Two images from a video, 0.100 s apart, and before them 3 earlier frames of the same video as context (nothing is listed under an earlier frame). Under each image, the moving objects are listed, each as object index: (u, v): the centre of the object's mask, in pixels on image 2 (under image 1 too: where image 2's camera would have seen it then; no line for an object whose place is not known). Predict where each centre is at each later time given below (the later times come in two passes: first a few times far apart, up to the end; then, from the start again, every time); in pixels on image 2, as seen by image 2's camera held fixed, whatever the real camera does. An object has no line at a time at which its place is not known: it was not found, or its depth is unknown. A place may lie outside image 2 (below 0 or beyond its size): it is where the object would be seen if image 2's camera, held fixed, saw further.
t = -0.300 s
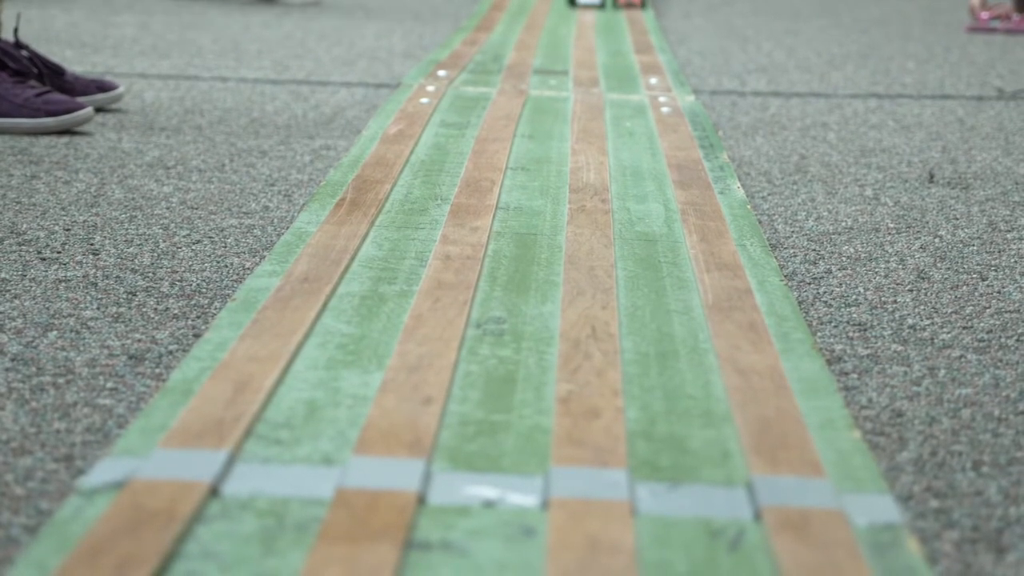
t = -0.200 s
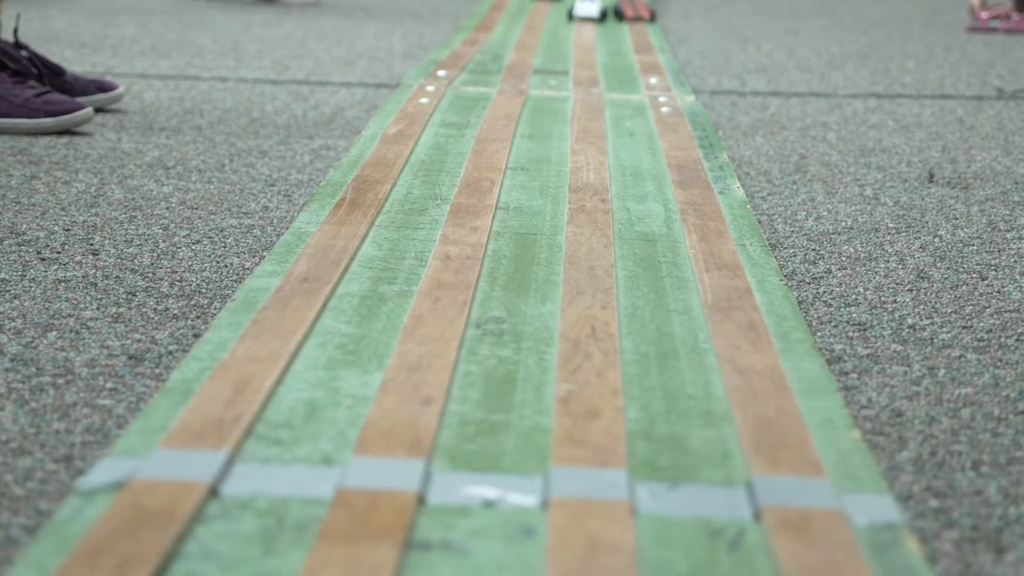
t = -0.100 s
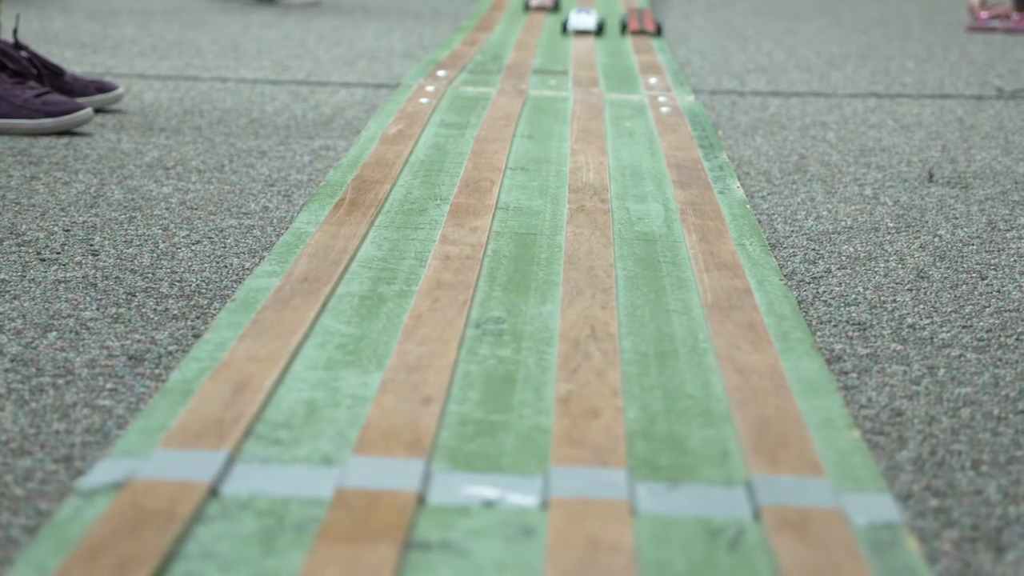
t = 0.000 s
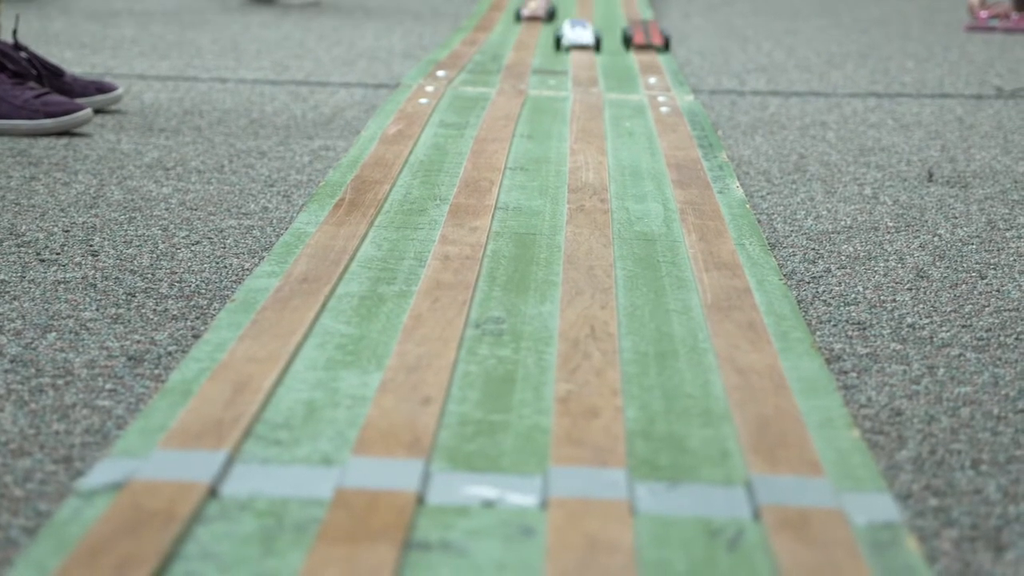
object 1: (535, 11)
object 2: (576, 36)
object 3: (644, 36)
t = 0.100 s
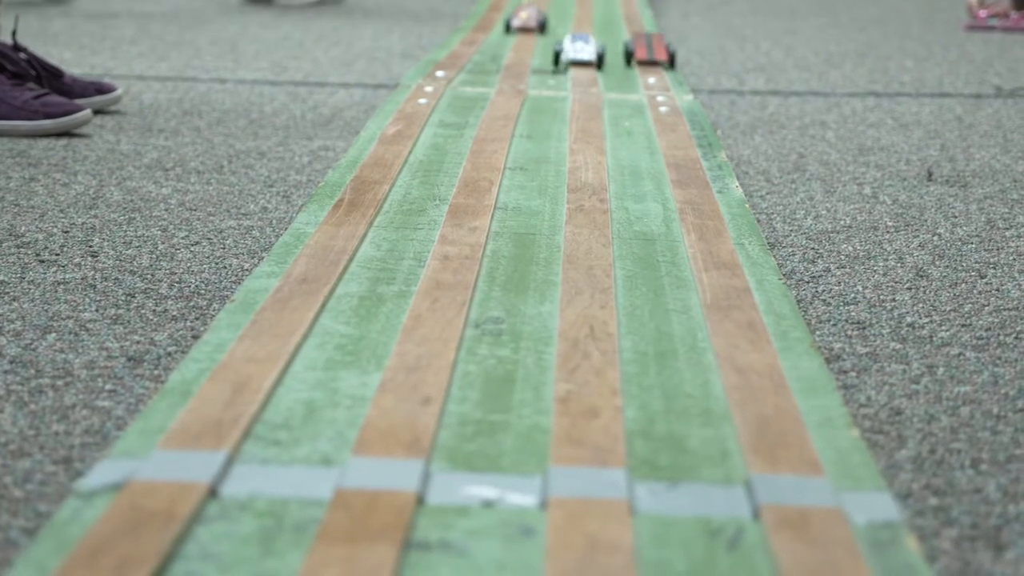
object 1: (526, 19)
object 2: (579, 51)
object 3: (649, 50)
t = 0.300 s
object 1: (523, 41)
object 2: (585, 94)
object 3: (670, 90)
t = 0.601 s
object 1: (510, 86)
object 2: (587, 275)
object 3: (721, 229)
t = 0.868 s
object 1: (474, 166)
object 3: (829, 518)
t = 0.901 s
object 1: (467, 179)
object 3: (849, 547)
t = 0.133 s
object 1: (524, 22)
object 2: (580, 57)
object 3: (652, 56)
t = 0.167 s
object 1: (524, 25)
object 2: (581, 63)
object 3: (655, 61)
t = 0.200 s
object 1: (524, 29)
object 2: (582, 71)
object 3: (658, 67)
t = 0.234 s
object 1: (524, 33)
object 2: (583, 76)
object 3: (662, 74)
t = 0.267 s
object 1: (523, 37)
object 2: (585, 86)
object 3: (665, 82)
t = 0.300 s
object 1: (523, 41)
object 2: (585, 94)
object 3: (670, 90)
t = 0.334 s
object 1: (523, 44)
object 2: (585, 109)
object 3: (674, 100)
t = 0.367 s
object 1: (522, 49)
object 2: (584, 122)
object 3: (678, 110)
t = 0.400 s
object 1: (522, 53)
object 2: (583, 137)
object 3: (683, 122)
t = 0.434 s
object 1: (520, 57)
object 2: (581, 154)
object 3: (688, 136)
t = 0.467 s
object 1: (518, 62)
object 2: (581, 173)
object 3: (694, 151)
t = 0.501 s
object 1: (515, 67)
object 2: (580, 194)
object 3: (699, 168)
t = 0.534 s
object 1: (513, 73)
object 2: (581, 217)
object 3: (705, 186)
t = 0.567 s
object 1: (511, 79)
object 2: (583, 244)
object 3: (712, 206)
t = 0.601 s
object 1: (510, 86)
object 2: (587, 275)
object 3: (721, 229)
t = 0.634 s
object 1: (508, 94)
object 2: (596, 311)
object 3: (731, 256)
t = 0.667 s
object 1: (506, 103)
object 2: (600, 352)
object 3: (741, 283)
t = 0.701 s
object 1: (502, 111)
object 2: (602, 399)
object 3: (755, 316)
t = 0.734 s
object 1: (498, 121)
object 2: (601, 453)
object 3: (768, 353)
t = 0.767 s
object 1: (493, 131)
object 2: (599, 503)
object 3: (784, 397)
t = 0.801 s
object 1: (487, 141)
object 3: (803, 447)
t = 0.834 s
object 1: (481, 153)
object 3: (820, 494)
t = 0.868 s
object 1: (474, 166)
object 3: (829, 518)
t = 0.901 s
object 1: (467, 179)
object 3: (849, 547)
